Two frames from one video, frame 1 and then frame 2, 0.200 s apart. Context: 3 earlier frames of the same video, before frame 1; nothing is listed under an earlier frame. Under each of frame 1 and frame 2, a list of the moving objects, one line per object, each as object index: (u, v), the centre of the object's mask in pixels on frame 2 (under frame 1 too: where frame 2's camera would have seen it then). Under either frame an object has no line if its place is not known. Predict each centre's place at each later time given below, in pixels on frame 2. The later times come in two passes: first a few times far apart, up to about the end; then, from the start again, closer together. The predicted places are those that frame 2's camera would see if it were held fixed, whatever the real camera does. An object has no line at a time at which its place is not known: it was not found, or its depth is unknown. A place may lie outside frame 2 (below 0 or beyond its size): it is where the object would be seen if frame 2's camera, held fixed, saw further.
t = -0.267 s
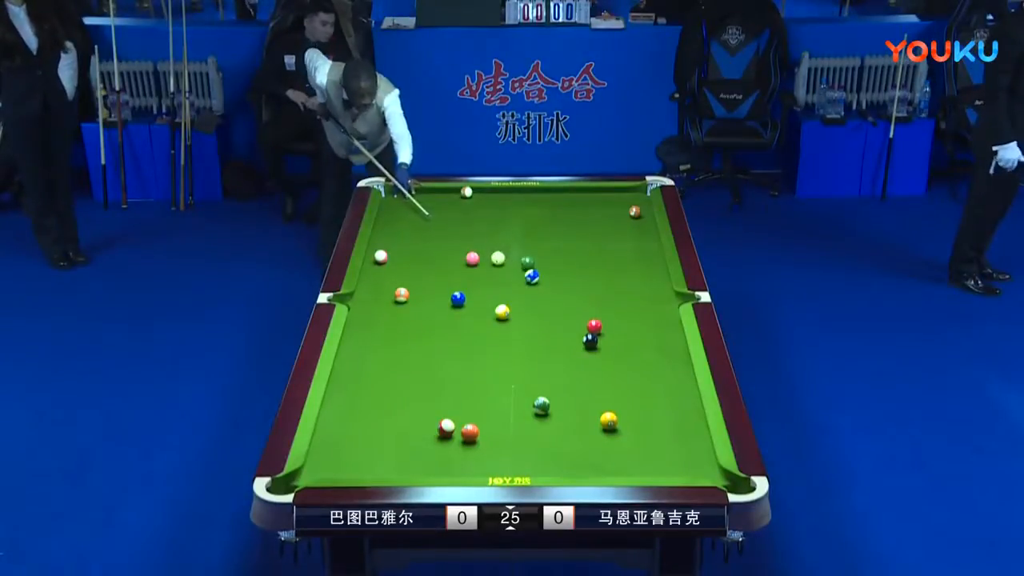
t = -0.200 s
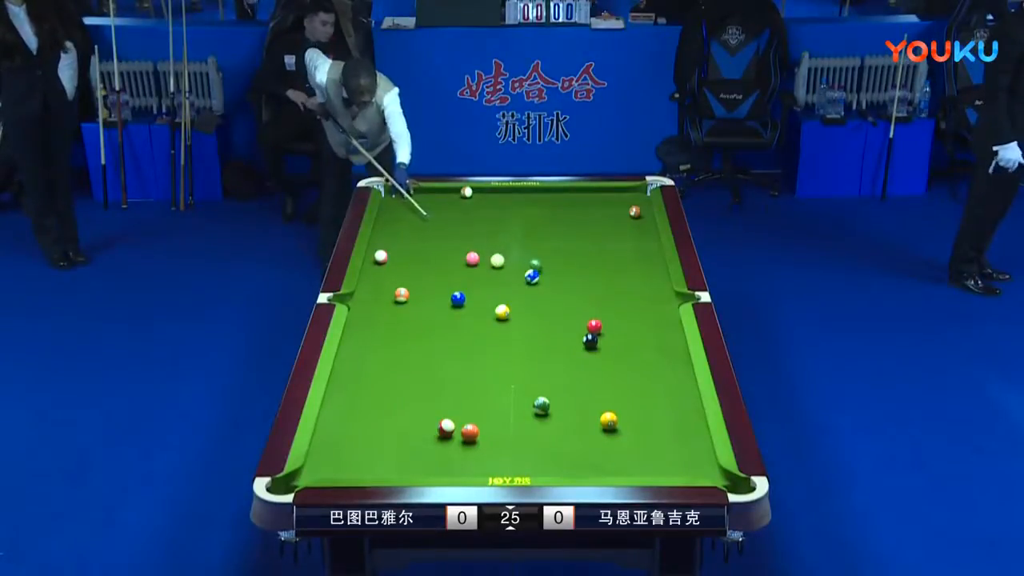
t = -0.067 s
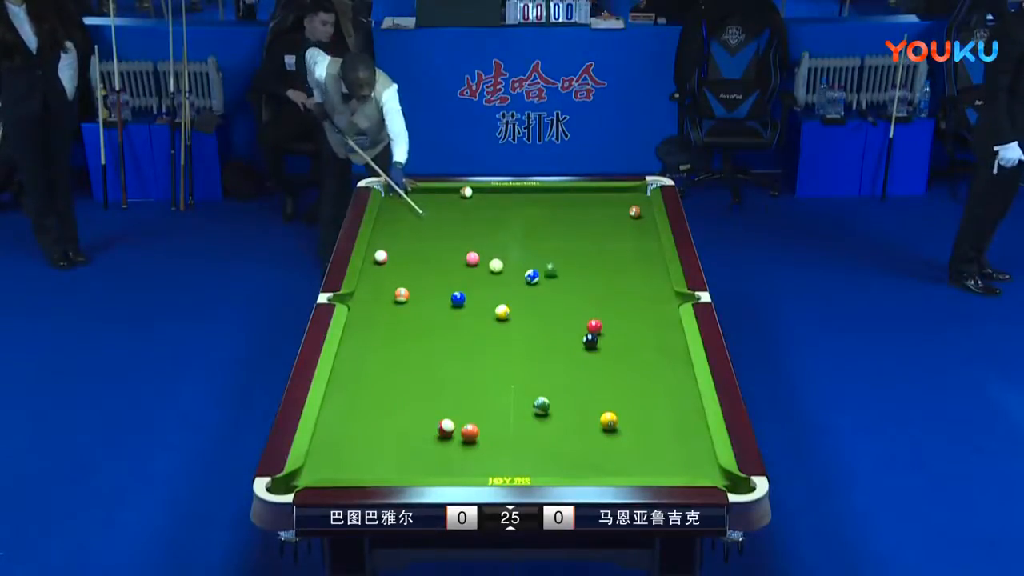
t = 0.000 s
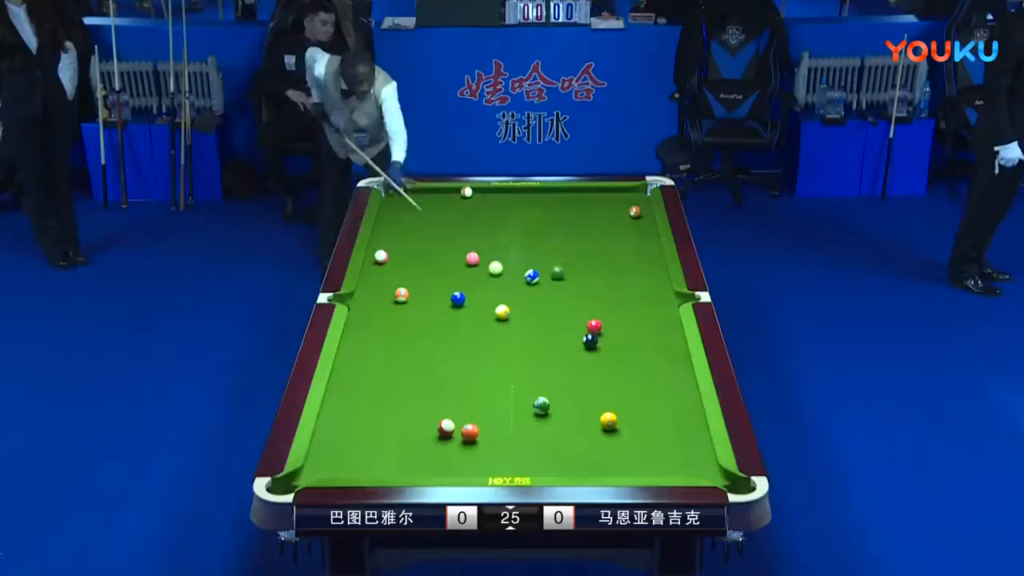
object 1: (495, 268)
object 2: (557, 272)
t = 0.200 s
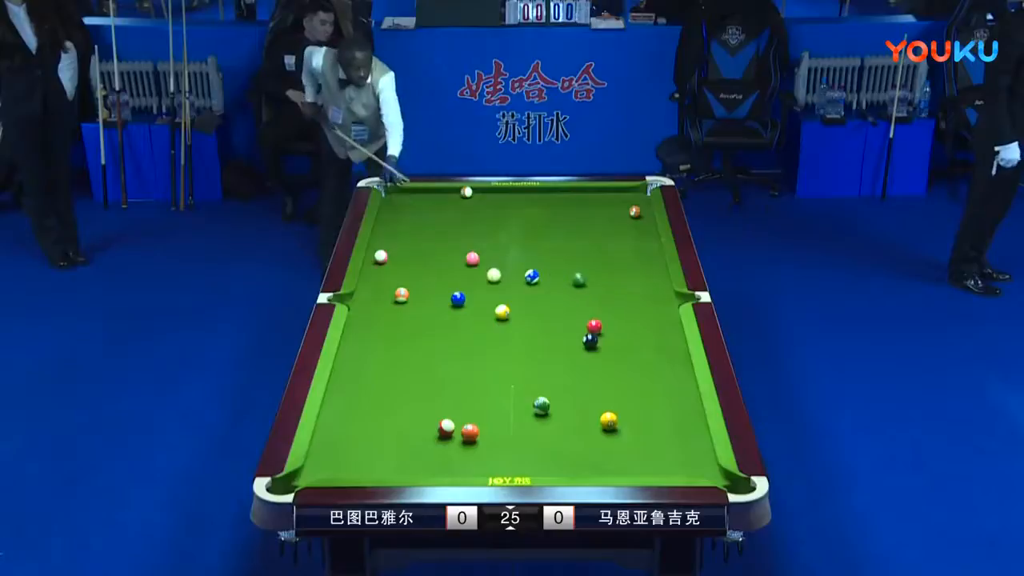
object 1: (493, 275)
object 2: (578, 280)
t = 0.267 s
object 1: (493, 277)
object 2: (586, 282)
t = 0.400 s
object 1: (492, 282)
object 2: (600, 286)
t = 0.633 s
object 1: (490, 290)
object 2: (625, 294)
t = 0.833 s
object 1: (488, 296)
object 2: (646, 301)
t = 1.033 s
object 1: (487, 303)
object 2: (667, 307)
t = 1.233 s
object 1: (485, 309)
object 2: (664, 308)
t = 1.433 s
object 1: (483, 315)
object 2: (652, 307)
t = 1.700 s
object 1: (482, 322)
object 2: (636, 306)
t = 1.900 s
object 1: (480, 327)
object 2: (626, 306)
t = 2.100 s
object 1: (479, 332)
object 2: (617, 306)
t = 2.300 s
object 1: (478, 336)
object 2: (609, 305)
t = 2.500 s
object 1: (477, 340)
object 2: (602, 305)
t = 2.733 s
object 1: (476, 344)
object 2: (594, 305)
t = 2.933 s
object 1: (475, 347)
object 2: (589, 305)
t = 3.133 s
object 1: (474, 350)
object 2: (584, 305)
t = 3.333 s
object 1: (474, 352)
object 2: (580, 305)
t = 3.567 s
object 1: (474, 354)
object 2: (577, 305)
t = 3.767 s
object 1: (473, 355)
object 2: (576, 305)
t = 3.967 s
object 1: (473, 357)
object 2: (575, 305)
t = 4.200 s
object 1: (473, 357)
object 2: (575, 305)
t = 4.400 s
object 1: (473, 358)
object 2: (575, 305)
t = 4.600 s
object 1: (472, 357)
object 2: (576, 305)
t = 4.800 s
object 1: (472, 358)
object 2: (576, 305)
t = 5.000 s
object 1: (472, 358)
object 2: (576, 305)
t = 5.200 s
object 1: (472, 358)
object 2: (576, 305)
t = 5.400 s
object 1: (472, 358)
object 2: (576, 305)
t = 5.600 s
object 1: (472, 358)
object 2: (576, 305)
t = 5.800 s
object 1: (472, 357)
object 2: (576, 305)
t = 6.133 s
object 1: (472, 357)
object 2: (576, 305)
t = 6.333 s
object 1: (472, 357)
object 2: (576, 305)
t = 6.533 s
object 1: (472, 358)
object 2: (576, 305)
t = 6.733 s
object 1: (472, 358)
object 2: (576, 305)
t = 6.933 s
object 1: (472, 357)
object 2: (576, 305)
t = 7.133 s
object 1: (472, 357)
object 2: (576, 305)
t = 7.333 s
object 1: (472, 357)
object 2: (576, 305)
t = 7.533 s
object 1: (472, 357)
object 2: (576, 305)
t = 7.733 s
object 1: (472, 358)
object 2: (576, 305)
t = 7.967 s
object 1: (472, 357)
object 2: (576, 305)
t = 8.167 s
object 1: (472, 357)
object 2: (576, 305)
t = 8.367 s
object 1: (472, 357)
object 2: (576, 305)
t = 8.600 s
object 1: (472, 357)
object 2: (576, 305)
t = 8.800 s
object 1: (472, 358)
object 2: (576, 305)
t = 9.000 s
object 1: (472, 357)
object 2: (576, 305)
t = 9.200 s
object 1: (472, 358)
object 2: (576, 305)
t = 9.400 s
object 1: (472, 357)
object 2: (576, 305)
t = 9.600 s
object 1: (472, 357)
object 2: (576, 305)
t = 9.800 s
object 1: (472, 357)
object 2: (576, 305)
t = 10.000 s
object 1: (472, 357)
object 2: (576, 305)
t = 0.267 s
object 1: (493, 277)
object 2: (586, 282)
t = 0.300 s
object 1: (493, 278)
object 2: (589, 283)
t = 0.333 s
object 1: (493, 280)
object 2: (593, 284)
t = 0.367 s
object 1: (492, 281)
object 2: (596, 285)
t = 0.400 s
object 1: (492, 282)
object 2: (600, 286)
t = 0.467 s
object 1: (491, 284)
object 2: (608, 288)
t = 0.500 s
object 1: (491, 285)
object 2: (611, 290)
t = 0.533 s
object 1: (491, 287)
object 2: (615, 291)
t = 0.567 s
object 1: (491, 288)
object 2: (618, 292)
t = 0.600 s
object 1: (490, 289)
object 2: (622, 293)
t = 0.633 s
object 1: (490, 290)
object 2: (625, 294)
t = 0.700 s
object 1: (489, 292)
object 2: (632, 296)
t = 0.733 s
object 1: (489, 293)
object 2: (635, 297)
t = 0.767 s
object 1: (489, 294)
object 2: (639, 298)
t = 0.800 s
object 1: (489, 295)
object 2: (643, 299)
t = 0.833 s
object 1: (488, 296)
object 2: (646, 301)
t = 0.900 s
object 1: (488, 298)
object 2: (653, 303)
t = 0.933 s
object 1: (487, 300)
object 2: (656, 304)
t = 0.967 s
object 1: (487, 301)
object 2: (659, 304)
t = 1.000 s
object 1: (487, 302)
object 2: (663, 306)
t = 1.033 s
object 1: (487, 303)
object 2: (667, 307)
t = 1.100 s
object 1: (486, 305)
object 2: (672, 308)
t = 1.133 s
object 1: (486, 306)
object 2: (671, 308)
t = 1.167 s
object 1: (485, 307)
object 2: (668, 308)
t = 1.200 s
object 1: (485, 307)
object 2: (666, 308)
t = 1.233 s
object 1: (485, 309)
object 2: (664, 308)
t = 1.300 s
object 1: (484, 310)
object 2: (659, 308)
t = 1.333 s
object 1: (484, 312)
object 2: (657, 308)
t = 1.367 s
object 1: (484, 313)
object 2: (656, 308)
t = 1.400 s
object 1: (484, 314)
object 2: (654, 308)
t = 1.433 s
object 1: (483, 315)
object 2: (652, 307)
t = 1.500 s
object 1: (483, 316)
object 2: (648, 307)
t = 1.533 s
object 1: (483, 317)
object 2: (646, 307)
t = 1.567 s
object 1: (483, 318)
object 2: (643, 307)
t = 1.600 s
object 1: (482, 319)
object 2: (642, 307)
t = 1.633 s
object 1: (482, 320)
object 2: (640, 307)
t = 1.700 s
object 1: (482, 322)
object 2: (636, 306)
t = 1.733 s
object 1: (482, 322)
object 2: (635, 306)
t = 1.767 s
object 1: (481, 323)
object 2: (633, 306)
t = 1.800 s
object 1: (481, 324)
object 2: (631, 306)
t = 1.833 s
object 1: (481, 325)
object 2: (629, 306)
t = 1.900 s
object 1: (480, 327)
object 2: (626, 306)
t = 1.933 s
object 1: (480, 327)
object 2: (625, 306)
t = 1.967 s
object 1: (480, 328)
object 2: (623, 306)
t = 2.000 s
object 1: (480, 329)
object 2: (621, 306)
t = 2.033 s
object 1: (480, 330)
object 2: (621, 305)
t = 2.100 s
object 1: (479, 332)
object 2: (617, 306)
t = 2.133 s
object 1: (479, 332)
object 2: (616, 306)
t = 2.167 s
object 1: (479, 333)
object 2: (614, 306)
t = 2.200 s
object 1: (479, 334)
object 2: (613, 305)
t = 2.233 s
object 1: (479, 335)
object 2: (612, 305)
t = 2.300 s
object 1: (478, 336)
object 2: (609, 305)
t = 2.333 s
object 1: (478, 336)
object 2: (608, 306)
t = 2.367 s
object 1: (478, 337)
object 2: (606, 305)
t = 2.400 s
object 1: (478, 338)
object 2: (605, 305)
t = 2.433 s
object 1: (477, 338)
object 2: (604, 305)
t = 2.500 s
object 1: (477, 340)
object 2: (602, 305)
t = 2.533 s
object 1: (477, 341)
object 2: (600, 305)
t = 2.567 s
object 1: (477, 341)
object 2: (599, 305)
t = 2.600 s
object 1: (477, 341)
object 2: (598, 305)
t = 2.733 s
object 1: (476, 344)
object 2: (594, 305)
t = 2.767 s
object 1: (476, 344)
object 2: (593, 305)
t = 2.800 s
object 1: (476, 345)
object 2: (592, 305)
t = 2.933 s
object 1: (475, 347)
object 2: (589, 305)
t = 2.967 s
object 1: (475, 347)
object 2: (588, 305)
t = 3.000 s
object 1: (474, 348)
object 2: (587, 305)
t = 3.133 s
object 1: (474, 350)
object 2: (584, 305)
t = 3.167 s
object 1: (474, 350)
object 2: (584, 305)
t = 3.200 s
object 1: (474, 350)
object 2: (583, 305)
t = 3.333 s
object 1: (474, 352)
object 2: (580, 305)
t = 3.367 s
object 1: (474, 352)
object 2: (580, 305)
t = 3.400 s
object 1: (474, 352)
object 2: (580, 305)
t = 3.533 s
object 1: (474, 354)
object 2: (578, 305)
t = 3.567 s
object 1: (474, 354)
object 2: (577, 305)
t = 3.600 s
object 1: (473, 354)
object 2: (577, 305)
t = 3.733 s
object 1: (473, 356)
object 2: (576, 305)
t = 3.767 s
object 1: (473, 355)
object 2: (576, 305)
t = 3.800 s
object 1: (473, 356)
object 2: (575, 305)
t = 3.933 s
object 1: (473, 357)
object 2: (575, 306)
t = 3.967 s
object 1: (473, 357)
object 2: (575, 305)
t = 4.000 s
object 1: (473, 357)
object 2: (575, 305)
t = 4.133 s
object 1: (473, 358)
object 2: (575, 305)
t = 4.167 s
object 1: (473, 358)
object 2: (575, 305)
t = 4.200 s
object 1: (473, 357)
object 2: (575, 305)
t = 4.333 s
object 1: (473, 358)
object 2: (575, 305)
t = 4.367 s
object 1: (473, 358)
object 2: (575, 305)
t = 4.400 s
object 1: (473, 358)
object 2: (575, 305)
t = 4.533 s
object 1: (472, 358)
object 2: (576, 305)
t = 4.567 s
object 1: (472, 358)
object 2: (576, 305)
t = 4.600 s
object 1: (472, 357)
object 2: (576, 305)
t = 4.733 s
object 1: (472, 358)
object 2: (576, 305)
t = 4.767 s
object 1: (472, 358)
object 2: (576, 305)
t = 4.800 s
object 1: (472, 358)
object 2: (576, 305)
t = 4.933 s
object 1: (472, 358)
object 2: (576, 305)
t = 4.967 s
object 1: (472, 358)
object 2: (576, 305)
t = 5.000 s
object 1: (472, 358)
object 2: (576, 305)
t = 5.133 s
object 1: (472, 358)
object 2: (576, 305)
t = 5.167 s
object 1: (472, 358)
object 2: (576, 305)
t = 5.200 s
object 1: (472, 358)
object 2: (576, 305)
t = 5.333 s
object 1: (472, 358)
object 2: (576, 305)
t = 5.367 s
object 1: (472, 358)
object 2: (576, 305)
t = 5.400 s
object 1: (472, 358)
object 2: (576, 305)
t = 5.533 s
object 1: (472, 358)
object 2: (576, 305)
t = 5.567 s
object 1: (472, 358)
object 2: (576, 305)
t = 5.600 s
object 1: (472, 358)
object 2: (576, 305)
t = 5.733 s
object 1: (472, 357)
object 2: (576, 305)
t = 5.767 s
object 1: (472, 357)
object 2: (576, 305)
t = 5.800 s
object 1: (472, 357)
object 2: (576, 305)
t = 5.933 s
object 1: (472, 358)
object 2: (576, 305)
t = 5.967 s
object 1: (472, 357)
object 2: (576, 305)
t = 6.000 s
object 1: (472, 357)
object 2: (576, 305)
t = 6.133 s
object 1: (472, 357)
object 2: (576, 305)
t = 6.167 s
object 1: (472, 357)
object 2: (576, 305)
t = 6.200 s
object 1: (472, 357)
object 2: (576, 305)
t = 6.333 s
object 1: (472, 357)
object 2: (576, 305)
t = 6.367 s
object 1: (472, 358)
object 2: (576, 305)
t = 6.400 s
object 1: (472, 357)
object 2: (576, 305)
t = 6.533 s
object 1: (472, 358)
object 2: (576, 305)
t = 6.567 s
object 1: (472, 357)
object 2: (576, 305)
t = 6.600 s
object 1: (472, 357)
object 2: (576, 305)
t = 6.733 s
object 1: (472, 358)
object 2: (576, 305)
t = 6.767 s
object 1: (472, 357)
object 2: (576, 305)
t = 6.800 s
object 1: (472, 357)
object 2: (576, 305)
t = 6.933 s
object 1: (472, 357)
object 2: (576, 305)
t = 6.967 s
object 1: (472, 357)
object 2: (576, 305)
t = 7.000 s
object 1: (472, 357)
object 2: (576, 305)
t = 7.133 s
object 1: (472, 357)
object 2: (576, 305)
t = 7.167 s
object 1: (472, 357)
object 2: (576, 305)
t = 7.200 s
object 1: (472, 357)
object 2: (576, 305)
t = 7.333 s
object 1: (472, 357)
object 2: (576, 305)
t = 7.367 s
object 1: (472, 357)
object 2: (576, 305)
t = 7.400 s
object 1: (472, 357)
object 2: (576, 305)
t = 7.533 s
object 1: (472, 357)
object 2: (576, 305)
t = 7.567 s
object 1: (472, 357)
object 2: (576, 305)
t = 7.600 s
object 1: (472, 357)
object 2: (576, 305)
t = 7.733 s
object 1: (472, 358)
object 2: (576, 305)
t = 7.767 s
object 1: (472, 358)
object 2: (576, 305)
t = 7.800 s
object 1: (472, 358)
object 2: (576, 305)
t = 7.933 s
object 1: (472, 357)
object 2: (576, 305)
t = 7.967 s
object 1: (472, 357)
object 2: (576, 305)
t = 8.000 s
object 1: (472, 357)
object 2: (576, 305)
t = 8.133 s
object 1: (472, 357)
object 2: (576, 305)
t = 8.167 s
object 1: (472, 357)
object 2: (576, 305)
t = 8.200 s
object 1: (472, 357)
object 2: (576, 305)
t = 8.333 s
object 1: (472, 357)
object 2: (576, 305)
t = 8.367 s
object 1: (472, 357)
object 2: (576, 305)
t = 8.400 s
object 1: (472, 357)
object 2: (576, 305)
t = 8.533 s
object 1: (472, 357)
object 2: (576, 305)
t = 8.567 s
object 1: (472, 358)
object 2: (576, 305)
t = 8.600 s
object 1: (472, 357)
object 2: (576, 305)
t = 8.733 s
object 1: (472, 357)
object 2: (576, 305)
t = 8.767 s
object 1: (472, 357)
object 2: (576, 305)
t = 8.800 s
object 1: (472, 358)
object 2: (576, 305)
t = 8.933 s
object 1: (473, 357)
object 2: (576, 305)
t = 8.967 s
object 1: (473, 357)
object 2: (576, 305)
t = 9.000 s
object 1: (472, 357)
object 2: (576, 305)
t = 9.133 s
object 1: (472, 357)
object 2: (576, 305)
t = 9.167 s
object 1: (473, 357)
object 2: (576, 305)
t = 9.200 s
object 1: (472, 358)
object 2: (576, 305)
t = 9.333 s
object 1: (473, 357)
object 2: (576, 305)
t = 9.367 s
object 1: (473, 357)
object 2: (576, 305)
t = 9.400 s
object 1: (472, 357)
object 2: (576, 305)
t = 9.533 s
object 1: (473, 357)
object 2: (576, 305)
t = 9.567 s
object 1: (472, 357)
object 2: (576, 305)
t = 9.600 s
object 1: (472, 357)
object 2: (576, 305)
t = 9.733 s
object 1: (473, 357)
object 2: (576, 305)
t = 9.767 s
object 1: (473, 357)
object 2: (576, 305)
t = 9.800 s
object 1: (472, 357)
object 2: (576, 305)
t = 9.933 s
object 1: (472, 357)
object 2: (576, 305)
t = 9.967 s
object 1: (473, 357)
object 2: (576, 305)
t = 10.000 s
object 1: (472, 357)
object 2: (576, 305)
